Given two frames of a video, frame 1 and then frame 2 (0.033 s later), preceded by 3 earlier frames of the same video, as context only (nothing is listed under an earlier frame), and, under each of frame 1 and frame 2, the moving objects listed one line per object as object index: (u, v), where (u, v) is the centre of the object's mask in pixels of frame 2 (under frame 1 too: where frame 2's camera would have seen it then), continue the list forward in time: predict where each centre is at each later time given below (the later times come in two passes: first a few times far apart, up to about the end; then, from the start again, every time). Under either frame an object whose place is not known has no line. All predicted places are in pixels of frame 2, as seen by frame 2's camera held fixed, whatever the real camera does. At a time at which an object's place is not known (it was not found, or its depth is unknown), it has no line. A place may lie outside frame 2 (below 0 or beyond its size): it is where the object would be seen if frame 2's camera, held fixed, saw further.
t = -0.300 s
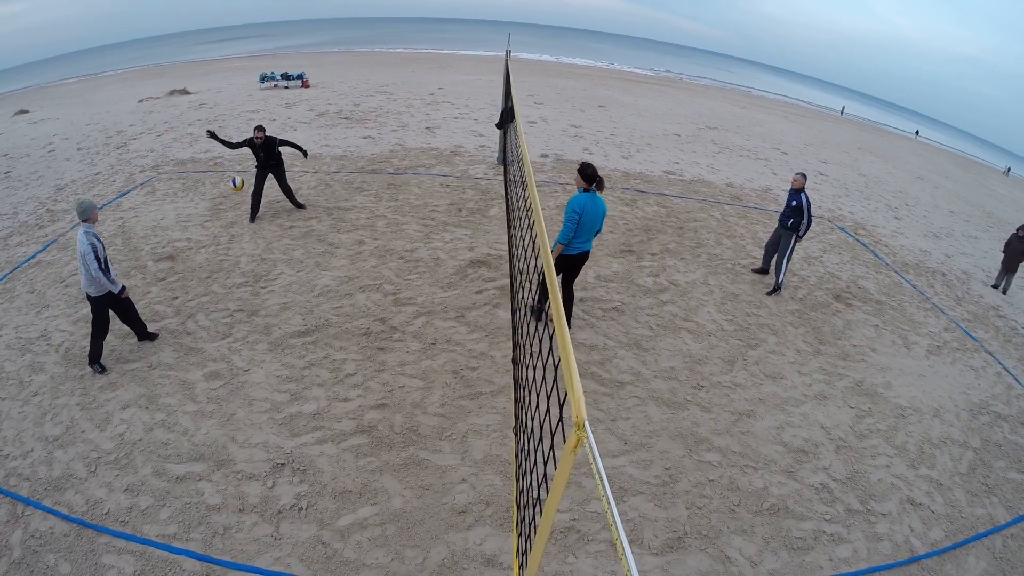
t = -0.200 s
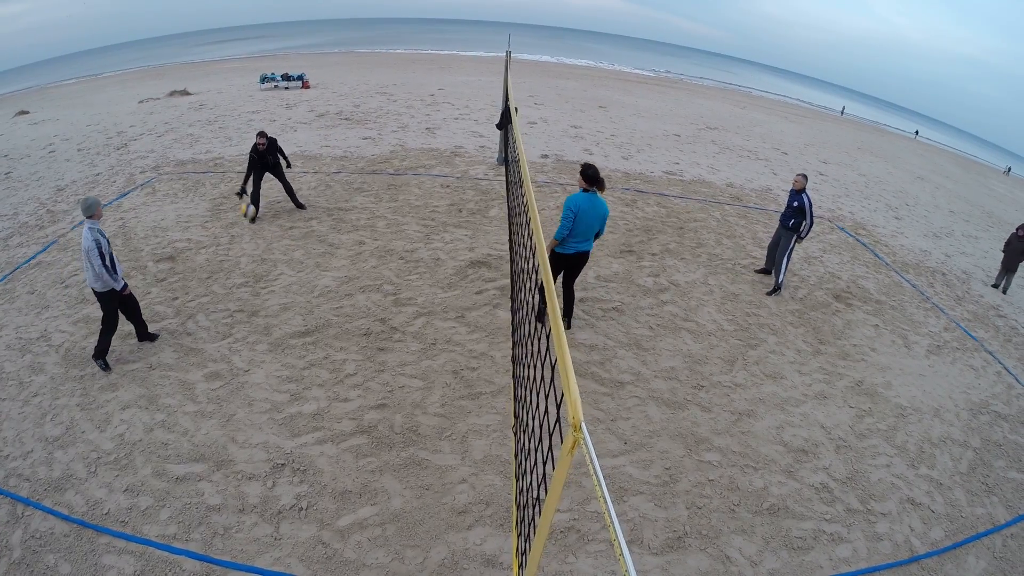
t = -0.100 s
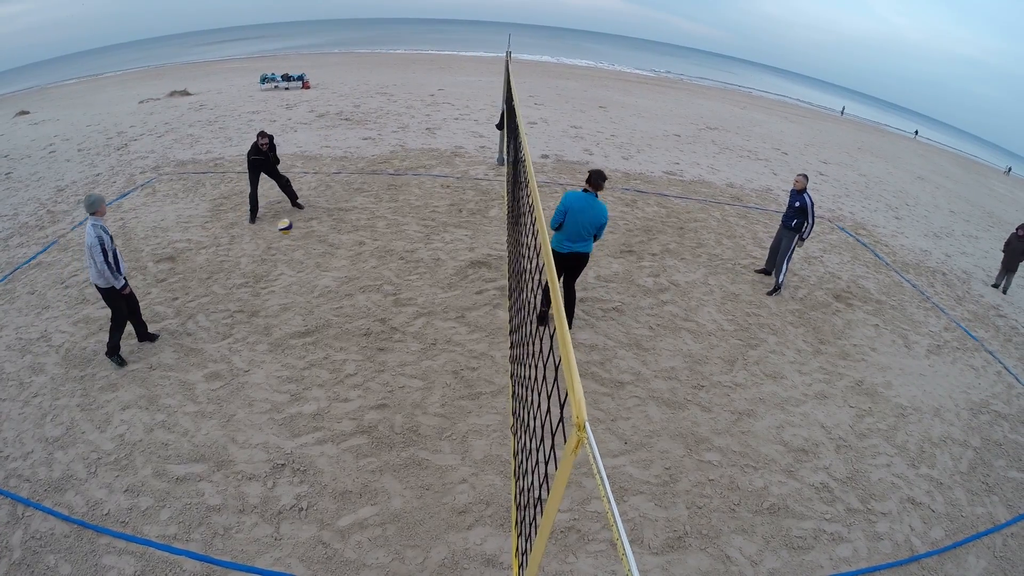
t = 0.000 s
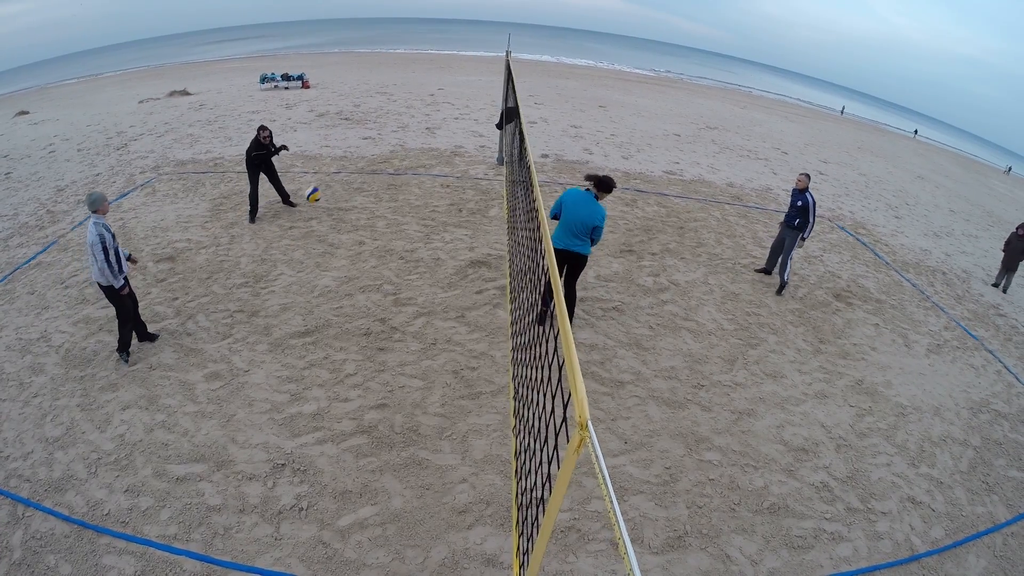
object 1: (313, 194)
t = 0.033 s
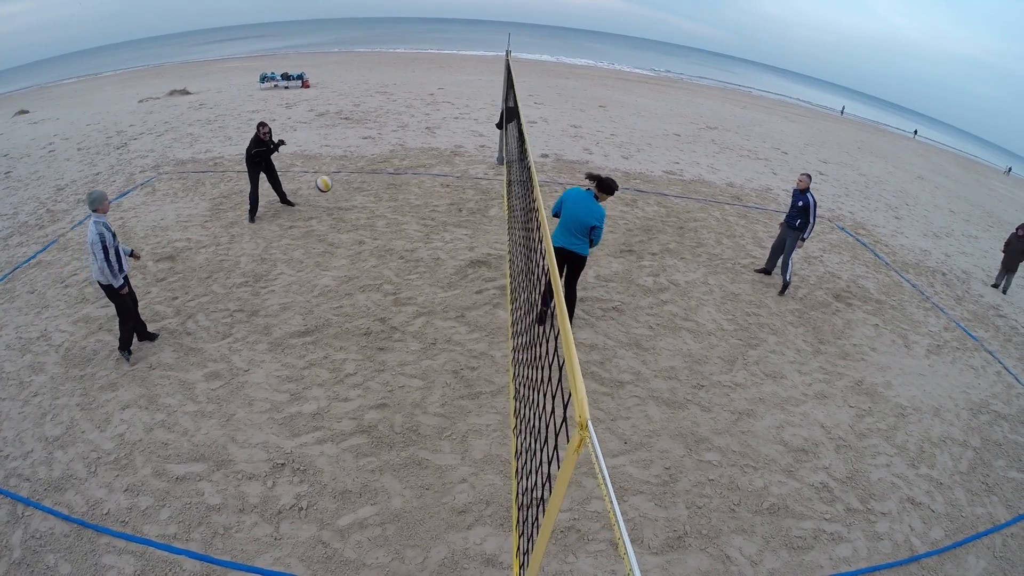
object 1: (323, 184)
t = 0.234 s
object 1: (401, 139)
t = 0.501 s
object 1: (527, 132)
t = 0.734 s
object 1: (505, 120)
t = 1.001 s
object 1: (456, 163)
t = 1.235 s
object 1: (418, 251)
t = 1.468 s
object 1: (409, 287)
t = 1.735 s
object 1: (421, 303)
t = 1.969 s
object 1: (429, 340)
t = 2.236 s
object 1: (433, 360)
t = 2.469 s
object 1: (437, 376)
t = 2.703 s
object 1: (441, 390)
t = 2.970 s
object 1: (444, 394)
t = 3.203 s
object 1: (451, 396)
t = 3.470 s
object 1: (462, 398)
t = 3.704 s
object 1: (470, 401)
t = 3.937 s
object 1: (478, 401)
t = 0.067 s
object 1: (335, 175)
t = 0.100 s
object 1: (346, 166)
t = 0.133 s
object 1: (359, 158)
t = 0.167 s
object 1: (373, 151)
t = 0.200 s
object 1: (388, 145)
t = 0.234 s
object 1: (401, 139)
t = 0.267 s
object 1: (417, 135)
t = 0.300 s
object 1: (432, 133)
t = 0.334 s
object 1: (448, 130)
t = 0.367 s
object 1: (464, 129)
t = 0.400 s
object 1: (482, 129)
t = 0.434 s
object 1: (498, 130)
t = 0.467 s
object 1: (509, 131)
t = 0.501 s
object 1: (527, 132)
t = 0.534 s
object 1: (529, 129)
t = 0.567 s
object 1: (528, 124)
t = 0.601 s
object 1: (521, 122)
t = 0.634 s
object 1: (520, 121)
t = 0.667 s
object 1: (516, 119)
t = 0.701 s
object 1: (509, 119)
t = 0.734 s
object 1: (505, 120)
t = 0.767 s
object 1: (497, 121)
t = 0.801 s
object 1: (493, 124)
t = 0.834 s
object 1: (486, 128)
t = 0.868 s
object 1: (480, 133)
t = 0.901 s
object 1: (474, 139)
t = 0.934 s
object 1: (468, 147)
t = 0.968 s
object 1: (462, 155)
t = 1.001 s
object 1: (456, 163)
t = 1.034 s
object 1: (451, 173)
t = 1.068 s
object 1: (444, 184)
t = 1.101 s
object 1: (439, 196)
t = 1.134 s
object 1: (433, 209)
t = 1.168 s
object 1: (427, 222)
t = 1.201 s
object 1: (423, 236)
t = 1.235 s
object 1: (418, 251)
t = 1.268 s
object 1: (414, 266)
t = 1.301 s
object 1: (409, 282)
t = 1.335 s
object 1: (406, 297)
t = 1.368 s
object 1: (407, 295)
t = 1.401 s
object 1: (408, 293)
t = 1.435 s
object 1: (409, 288)
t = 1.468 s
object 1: (409, 287)
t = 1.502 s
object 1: (411, 286)
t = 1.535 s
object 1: (413, 286)
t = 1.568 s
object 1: (413, 285)
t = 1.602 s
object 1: (415, 288)
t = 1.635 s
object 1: (416, 291)
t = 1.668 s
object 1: (418, 294)
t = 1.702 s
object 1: (420, 298)
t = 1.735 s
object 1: (421, 303)
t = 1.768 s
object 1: (422, 310)
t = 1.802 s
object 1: (423, 318)
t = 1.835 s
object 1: (426, 327)
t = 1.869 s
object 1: (428, 337)
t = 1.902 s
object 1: (429, 343)
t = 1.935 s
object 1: (429, 341)
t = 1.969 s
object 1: (429, 340)
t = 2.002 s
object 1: (430, 340)
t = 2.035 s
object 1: (431, 340)
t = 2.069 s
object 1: (431, 342)
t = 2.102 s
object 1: (431, 344)
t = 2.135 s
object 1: (432, 348)
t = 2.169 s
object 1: (432, 352)
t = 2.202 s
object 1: (433, 357)
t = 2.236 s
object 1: (433, 360)
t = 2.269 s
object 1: (433, 360)
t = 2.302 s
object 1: (433, 361)
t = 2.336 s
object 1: (434, 364)
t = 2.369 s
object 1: (435, 367)
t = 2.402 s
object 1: (435, 372)
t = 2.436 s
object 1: (436, 373)
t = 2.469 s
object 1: (437, 376)
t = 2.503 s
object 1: (438, 378)
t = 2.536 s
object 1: (438, 382)
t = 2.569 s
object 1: (439, 384)
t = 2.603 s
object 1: (440, 385)
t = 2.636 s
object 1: (440, 386)
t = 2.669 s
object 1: (441, 388)
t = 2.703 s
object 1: (441, 390)
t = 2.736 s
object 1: (442, 391)
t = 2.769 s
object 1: (442, 392)
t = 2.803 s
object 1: (443, 392)
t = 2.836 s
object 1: (443, 393)
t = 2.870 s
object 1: (444, 393)
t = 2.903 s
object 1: (444, 393)
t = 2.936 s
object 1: (444, 393)
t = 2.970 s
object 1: (444, 394)
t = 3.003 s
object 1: (445, 394)
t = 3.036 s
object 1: (445, 394)
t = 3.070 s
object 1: (446, 395)
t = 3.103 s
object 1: (447, 395)
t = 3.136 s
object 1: (448, 395)
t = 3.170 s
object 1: (449, 395)
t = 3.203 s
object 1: (451, 396)
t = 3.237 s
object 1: (453, 396)
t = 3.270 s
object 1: (454, 397)
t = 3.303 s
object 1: (456, 397)
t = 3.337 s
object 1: (456, 397)
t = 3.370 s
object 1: (458, 397)
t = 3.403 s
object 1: (459, 397)
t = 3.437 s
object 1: (460, 397)
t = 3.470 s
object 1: (462, 398)
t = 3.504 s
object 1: (463, 398)
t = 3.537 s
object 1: (463, 399)
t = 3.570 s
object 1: (465, 400)
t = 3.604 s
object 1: (466, 400)
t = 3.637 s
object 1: (467, 401)
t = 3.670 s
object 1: (469, 401)
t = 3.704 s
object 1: (470, 401)
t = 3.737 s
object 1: (472, 402)
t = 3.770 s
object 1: (473, 402)
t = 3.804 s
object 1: (475, 403)
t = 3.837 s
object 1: (476, 402)
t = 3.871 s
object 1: (477, 402)
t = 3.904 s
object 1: (478, 402)
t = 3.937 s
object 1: (478, 401)
